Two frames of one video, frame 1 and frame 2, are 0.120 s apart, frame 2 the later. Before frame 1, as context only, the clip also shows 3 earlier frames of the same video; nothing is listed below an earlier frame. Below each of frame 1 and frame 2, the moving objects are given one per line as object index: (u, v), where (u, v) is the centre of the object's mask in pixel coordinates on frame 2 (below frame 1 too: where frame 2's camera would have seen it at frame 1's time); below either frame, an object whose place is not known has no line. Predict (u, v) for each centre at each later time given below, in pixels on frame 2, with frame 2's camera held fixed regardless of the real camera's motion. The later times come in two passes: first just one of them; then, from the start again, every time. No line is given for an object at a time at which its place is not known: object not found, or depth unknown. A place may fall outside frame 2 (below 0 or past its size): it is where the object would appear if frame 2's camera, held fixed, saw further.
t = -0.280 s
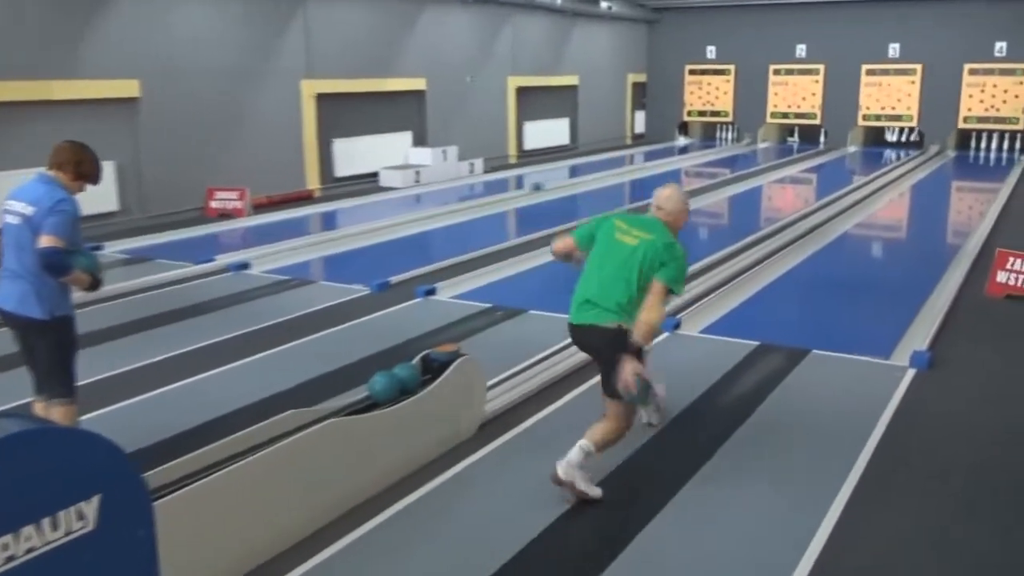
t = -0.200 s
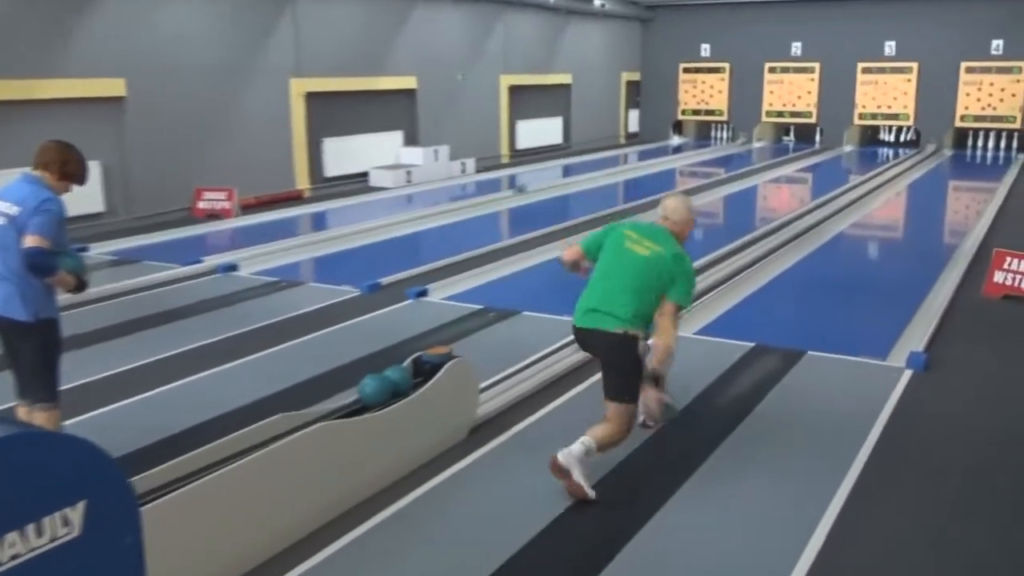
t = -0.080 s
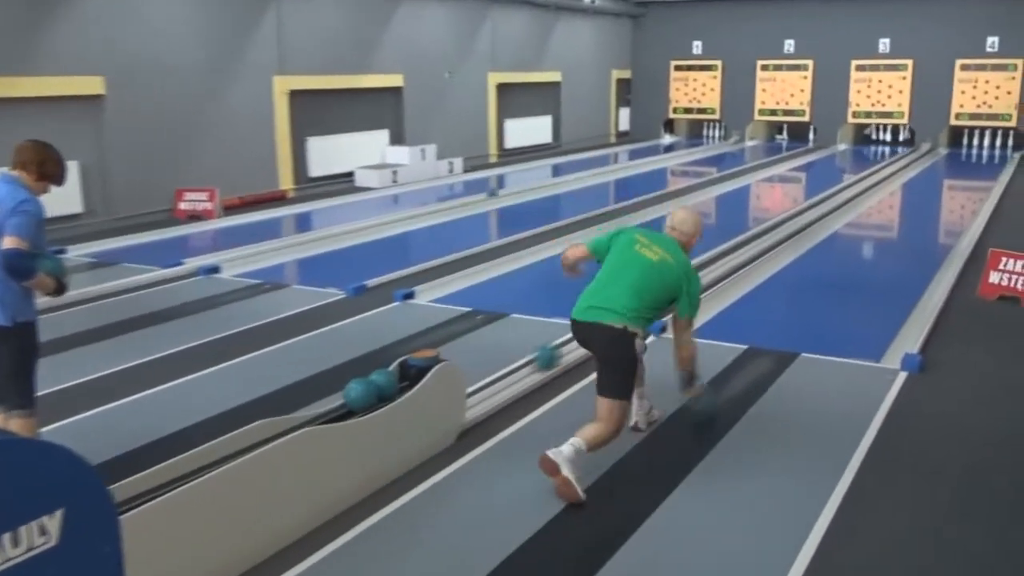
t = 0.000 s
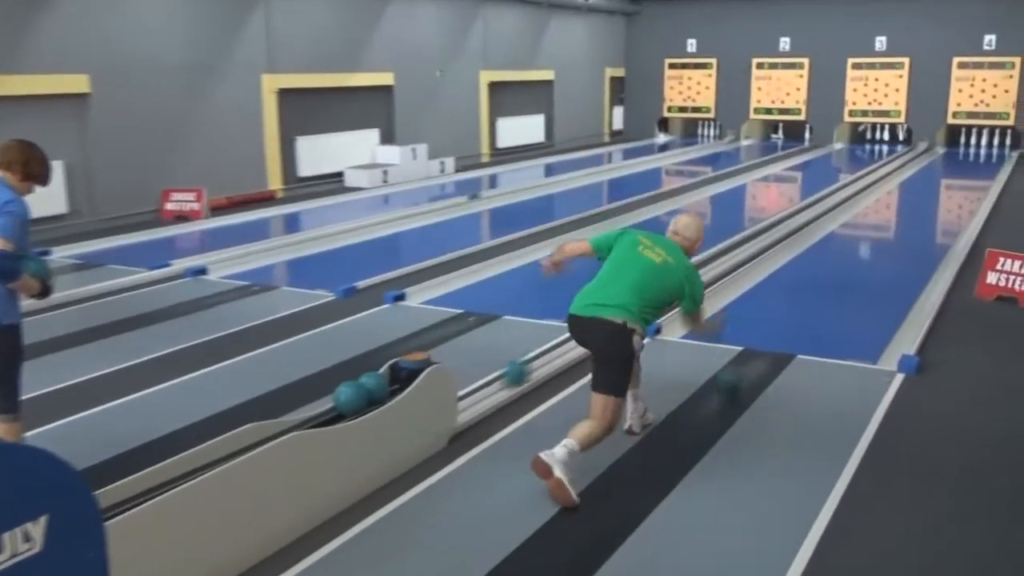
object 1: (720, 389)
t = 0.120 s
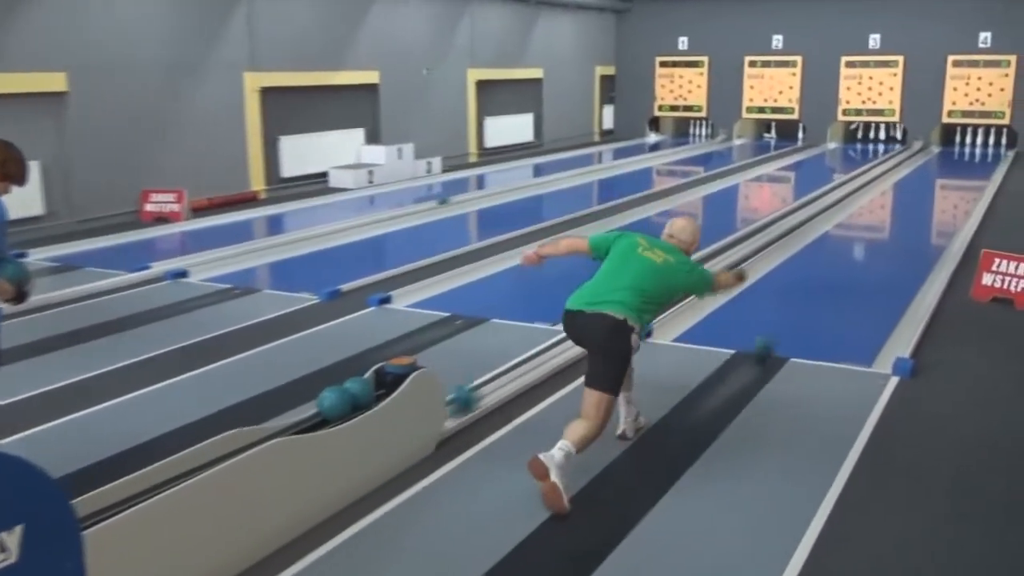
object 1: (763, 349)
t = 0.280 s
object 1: (800, 317)
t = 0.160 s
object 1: (771, 340)
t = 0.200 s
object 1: (782, 333)
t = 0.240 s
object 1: (792, 324)
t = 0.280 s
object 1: (800, 317)
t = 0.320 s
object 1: (809, 309)
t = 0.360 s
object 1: (818, 303)
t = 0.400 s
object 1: (825, 296)
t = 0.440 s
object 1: (833, 291)
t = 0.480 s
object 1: (841, 285)
